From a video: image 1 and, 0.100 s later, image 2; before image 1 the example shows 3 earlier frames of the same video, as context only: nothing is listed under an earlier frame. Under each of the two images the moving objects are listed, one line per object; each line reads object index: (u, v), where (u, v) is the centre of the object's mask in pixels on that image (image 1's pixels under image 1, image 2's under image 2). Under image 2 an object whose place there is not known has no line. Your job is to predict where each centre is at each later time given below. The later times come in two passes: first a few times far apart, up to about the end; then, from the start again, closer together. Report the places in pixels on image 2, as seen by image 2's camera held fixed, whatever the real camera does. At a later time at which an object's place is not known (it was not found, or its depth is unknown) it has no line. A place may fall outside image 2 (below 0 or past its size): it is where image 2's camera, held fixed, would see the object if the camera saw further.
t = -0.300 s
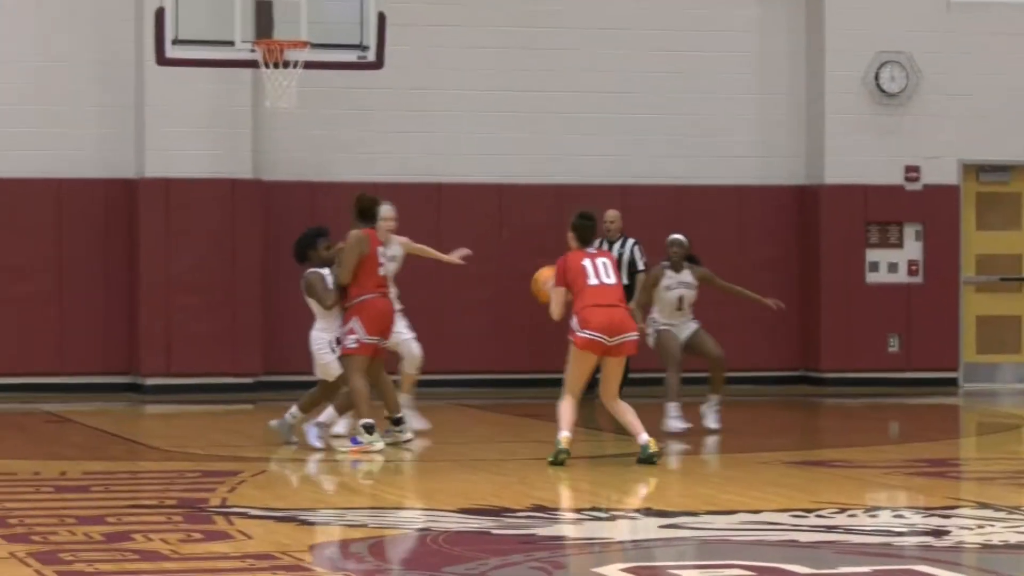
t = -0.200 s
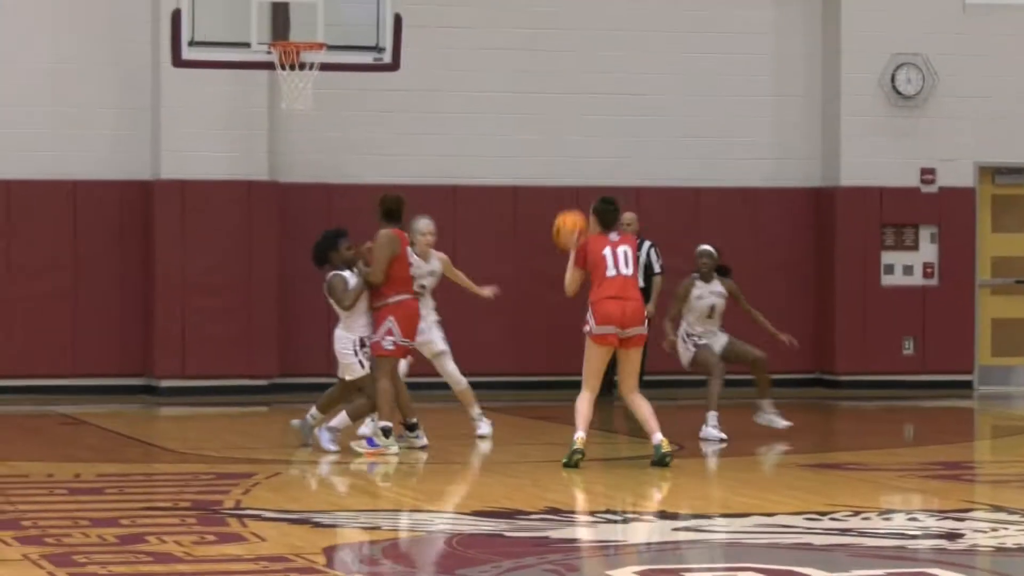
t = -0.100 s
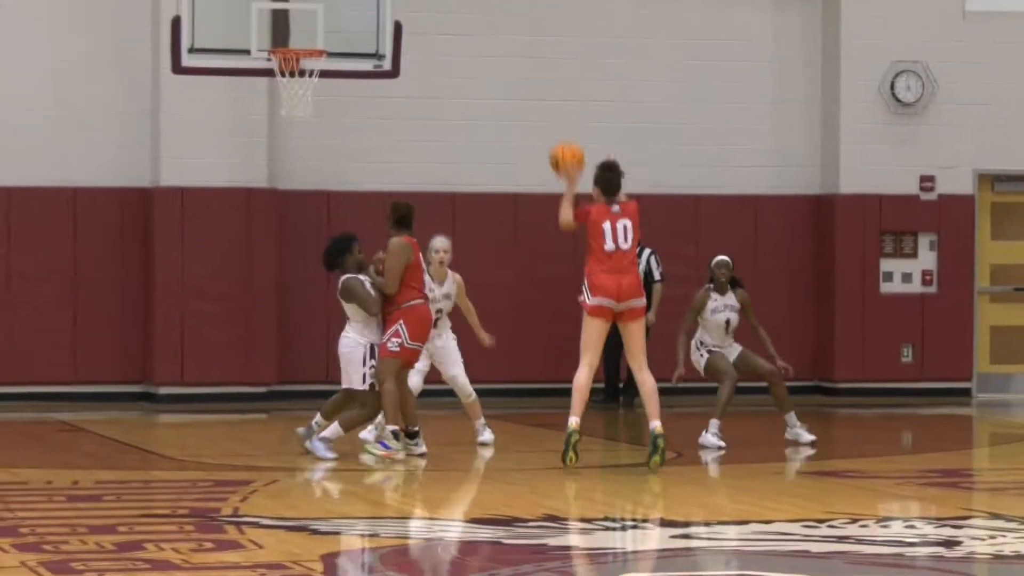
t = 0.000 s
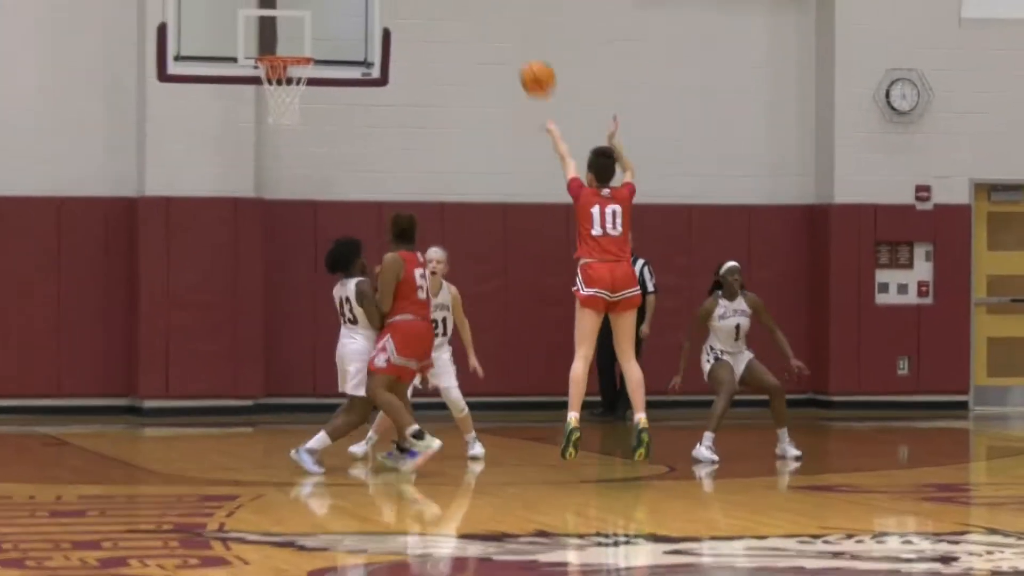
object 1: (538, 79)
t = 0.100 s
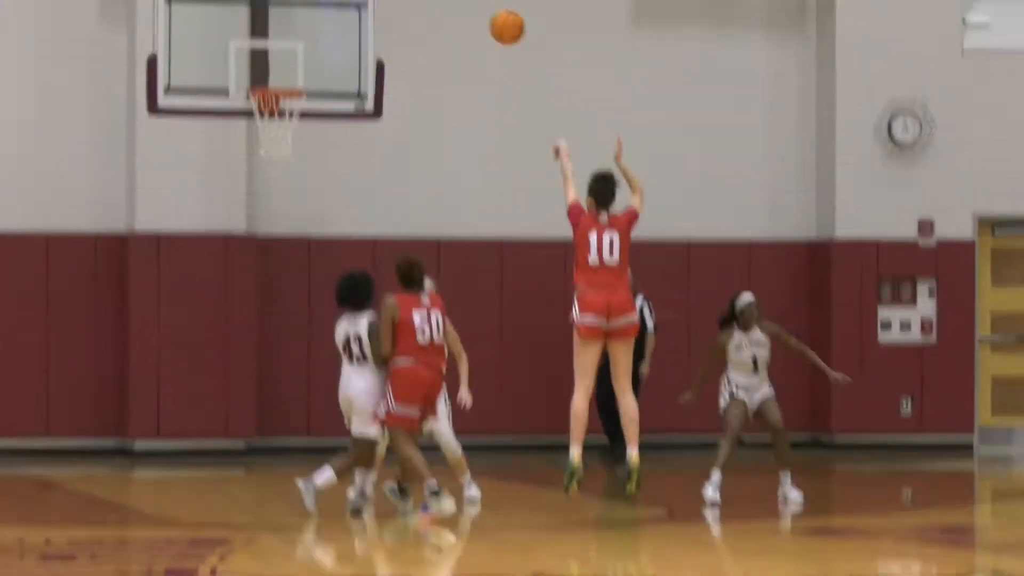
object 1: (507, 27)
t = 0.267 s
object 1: (465, -79)
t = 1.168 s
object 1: (291, 63)
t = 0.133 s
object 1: (499, 2)
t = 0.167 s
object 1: (490, -21)
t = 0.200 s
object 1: (481, -41)
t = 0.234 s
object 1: (473, -61)
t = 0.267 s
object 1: (465, -79)
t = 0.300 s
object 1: (457, -93)
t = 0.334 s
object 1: (449, -106)
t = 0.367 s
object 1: (441, -118)
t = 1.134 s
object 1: (296, 42)
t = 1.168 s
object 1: (291, 63)
